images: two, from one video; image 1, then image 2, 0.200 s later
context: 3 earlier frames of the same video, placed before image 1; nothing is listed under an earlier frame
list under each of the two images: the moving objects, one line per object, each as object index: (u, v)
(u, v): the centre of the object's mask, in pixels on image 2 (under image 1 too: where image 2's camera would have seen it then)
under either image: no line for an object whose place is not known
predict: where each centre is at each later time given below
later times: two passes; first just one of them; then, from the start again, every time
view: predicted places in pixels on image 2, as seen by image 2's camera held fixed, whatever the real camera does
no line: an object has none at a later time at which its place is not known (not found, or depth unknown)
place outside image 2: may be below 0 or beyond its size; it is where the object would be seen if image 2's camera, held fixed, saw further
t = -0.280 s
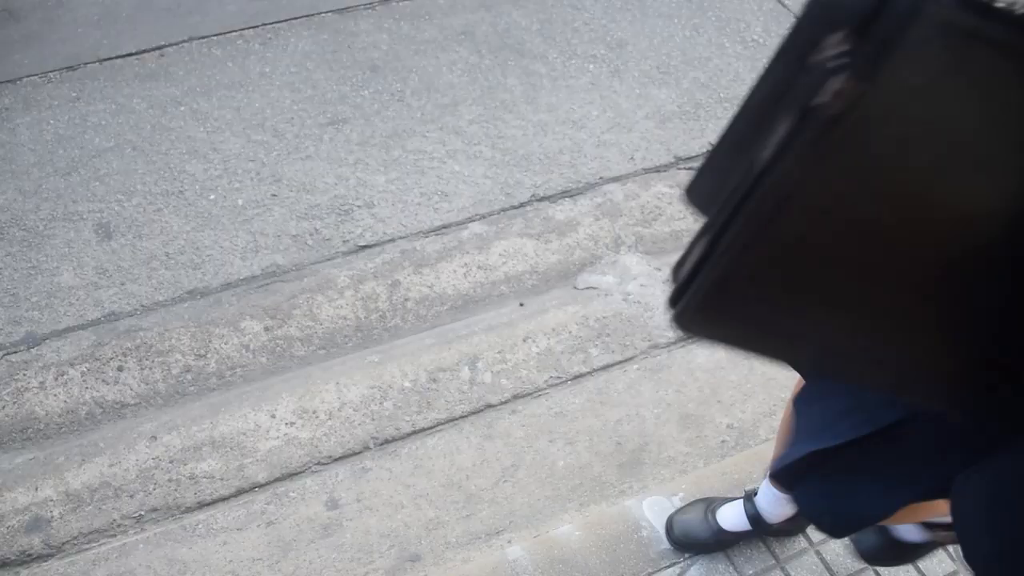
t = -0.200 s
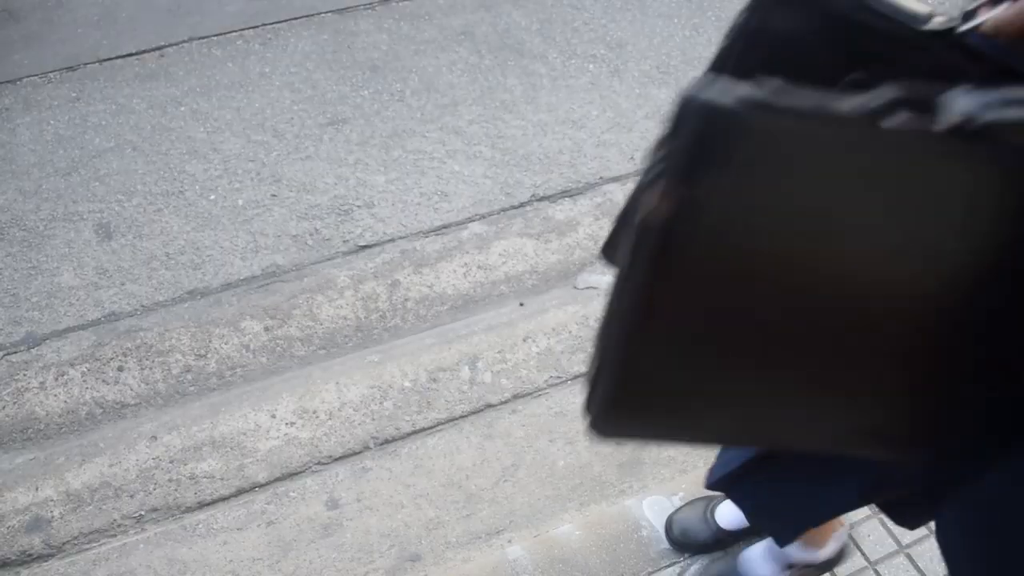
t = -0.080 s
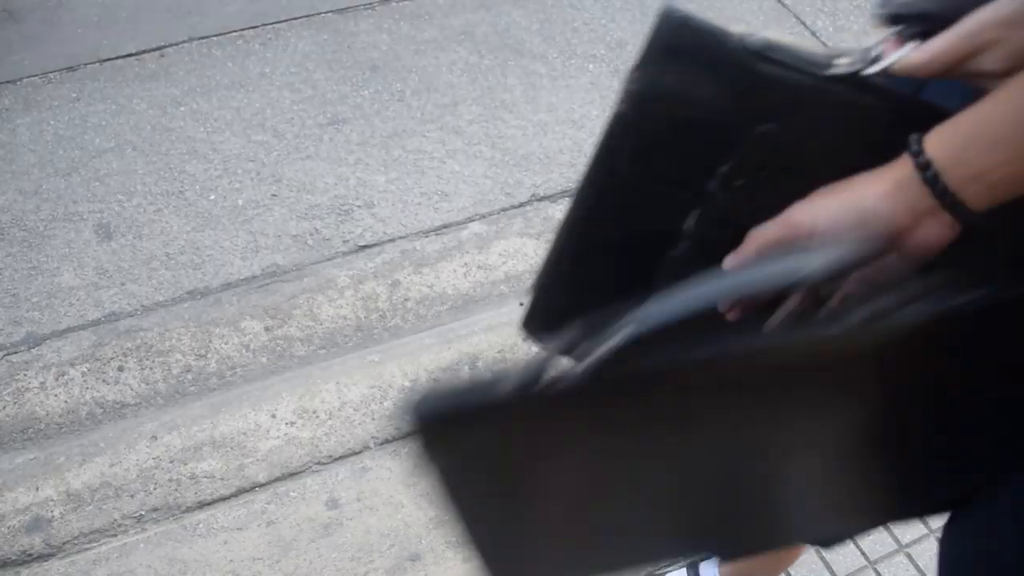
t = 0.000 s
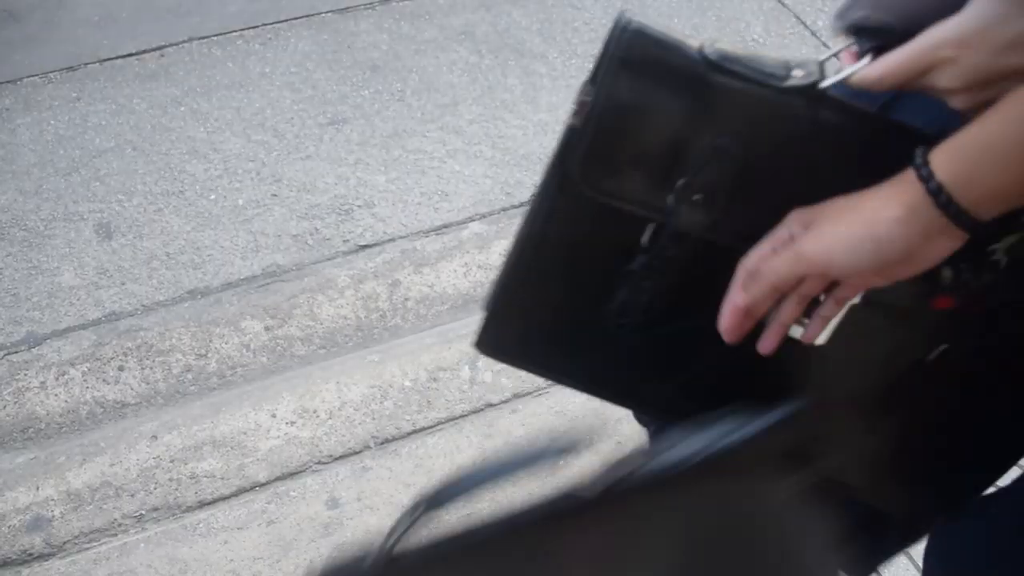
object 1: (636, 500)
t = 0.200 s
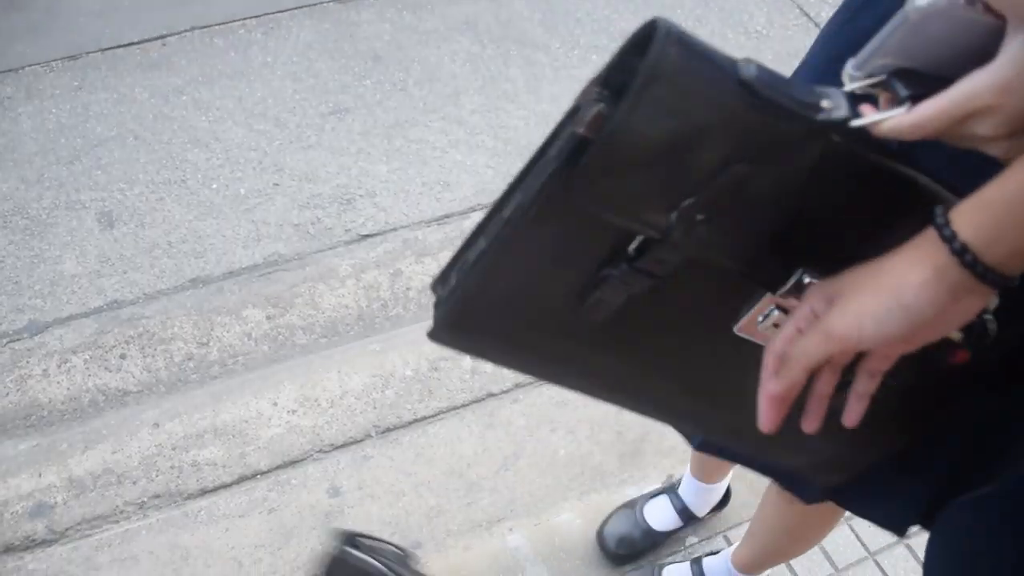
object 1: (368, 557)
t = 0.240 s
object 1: (334, 555)
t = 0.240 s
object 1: (334, 555)
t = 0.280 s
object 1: (319, 546)
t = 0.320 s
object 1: (292, 538)
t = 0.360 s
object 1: (273, 528)
